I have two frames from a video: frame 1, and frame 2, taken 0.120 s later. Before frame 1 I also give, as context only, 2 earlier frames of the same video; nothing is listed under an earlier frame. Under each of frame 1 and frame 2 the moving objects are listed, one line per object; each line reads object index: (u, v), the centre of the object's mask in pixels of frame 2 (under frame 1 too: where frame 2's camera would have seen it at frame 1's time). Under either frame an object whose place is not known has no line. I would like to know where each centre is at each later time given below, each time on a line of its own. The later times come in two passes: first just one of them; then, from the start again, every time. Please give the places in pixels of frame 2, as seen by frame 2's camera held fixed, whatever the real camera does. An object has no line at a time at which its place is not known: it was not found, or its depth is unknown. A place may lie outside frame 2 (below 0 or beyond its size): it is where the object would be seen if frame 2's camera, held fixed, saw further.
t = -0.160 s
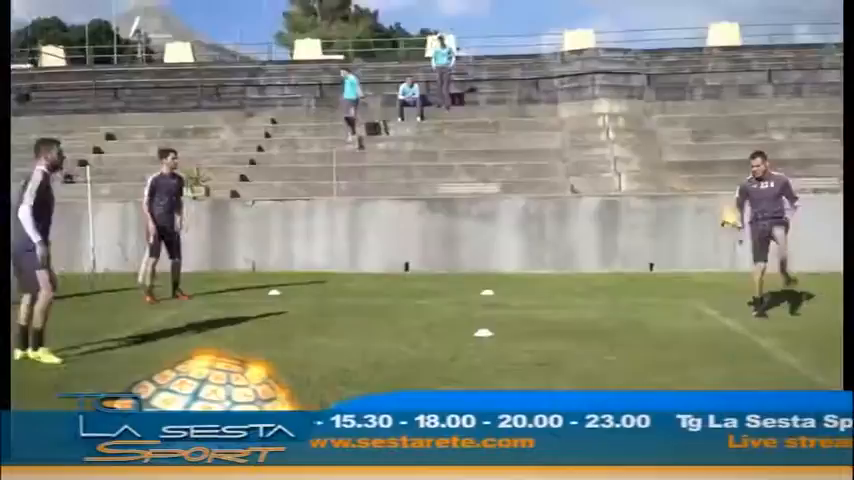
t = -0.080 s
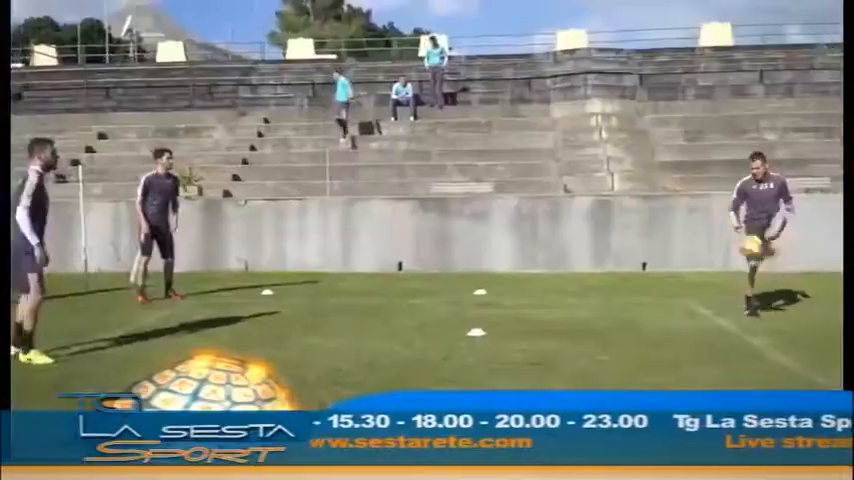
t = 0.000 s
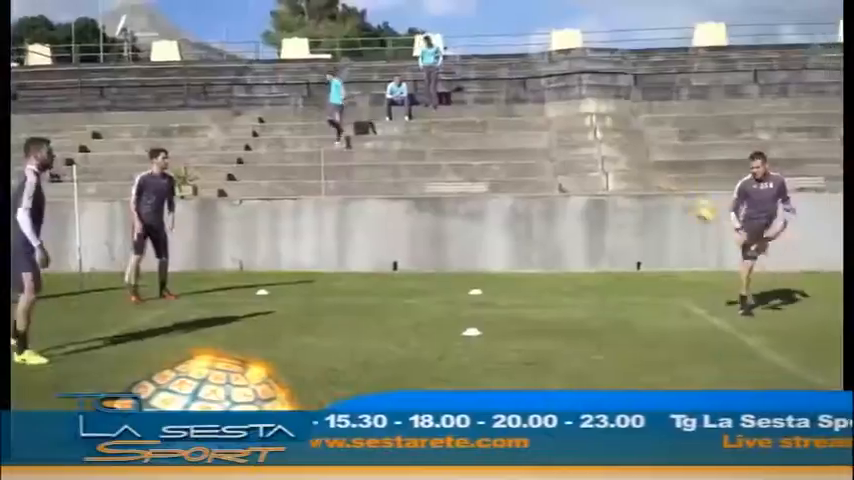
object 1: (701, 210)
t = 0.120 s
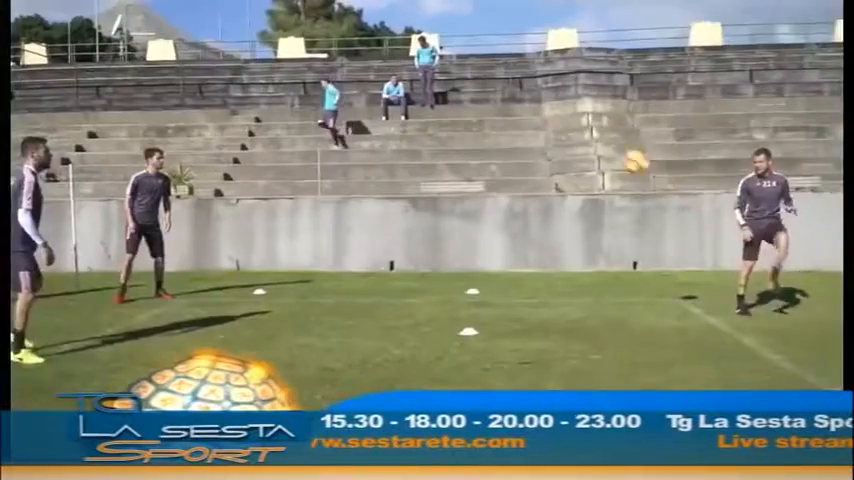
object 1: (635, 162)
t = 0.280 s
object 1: (542, 121)
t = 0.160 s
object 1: (613, 147)
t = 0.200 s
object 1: (589, 137)
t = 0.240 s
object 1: (566, 129)
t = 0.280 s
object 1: (542, 121)
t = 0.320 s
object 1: (517, 114)
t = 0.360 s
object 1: (494, 109)
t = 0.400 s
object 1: (471, 106)
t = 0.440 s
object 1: (445, 104)
